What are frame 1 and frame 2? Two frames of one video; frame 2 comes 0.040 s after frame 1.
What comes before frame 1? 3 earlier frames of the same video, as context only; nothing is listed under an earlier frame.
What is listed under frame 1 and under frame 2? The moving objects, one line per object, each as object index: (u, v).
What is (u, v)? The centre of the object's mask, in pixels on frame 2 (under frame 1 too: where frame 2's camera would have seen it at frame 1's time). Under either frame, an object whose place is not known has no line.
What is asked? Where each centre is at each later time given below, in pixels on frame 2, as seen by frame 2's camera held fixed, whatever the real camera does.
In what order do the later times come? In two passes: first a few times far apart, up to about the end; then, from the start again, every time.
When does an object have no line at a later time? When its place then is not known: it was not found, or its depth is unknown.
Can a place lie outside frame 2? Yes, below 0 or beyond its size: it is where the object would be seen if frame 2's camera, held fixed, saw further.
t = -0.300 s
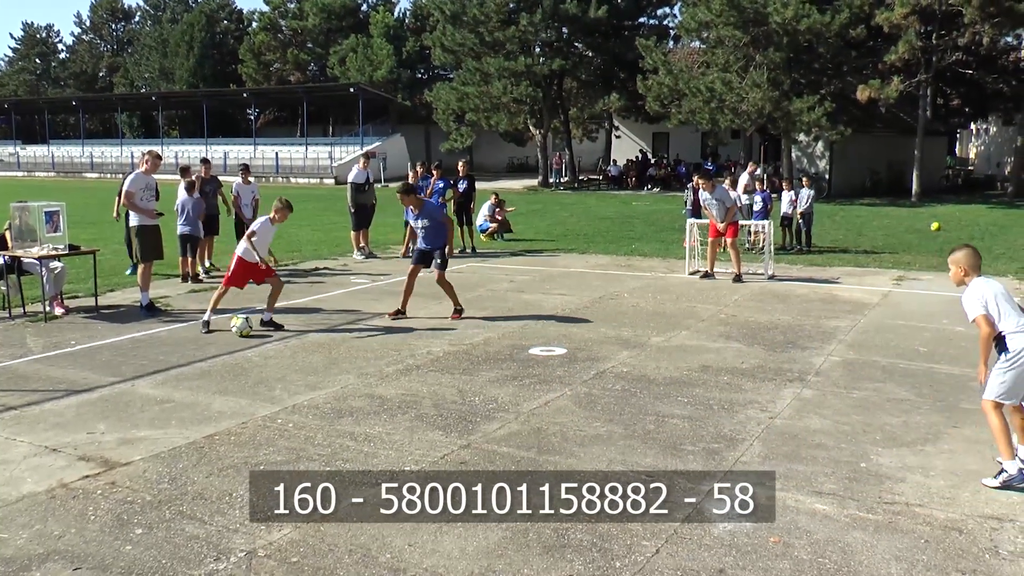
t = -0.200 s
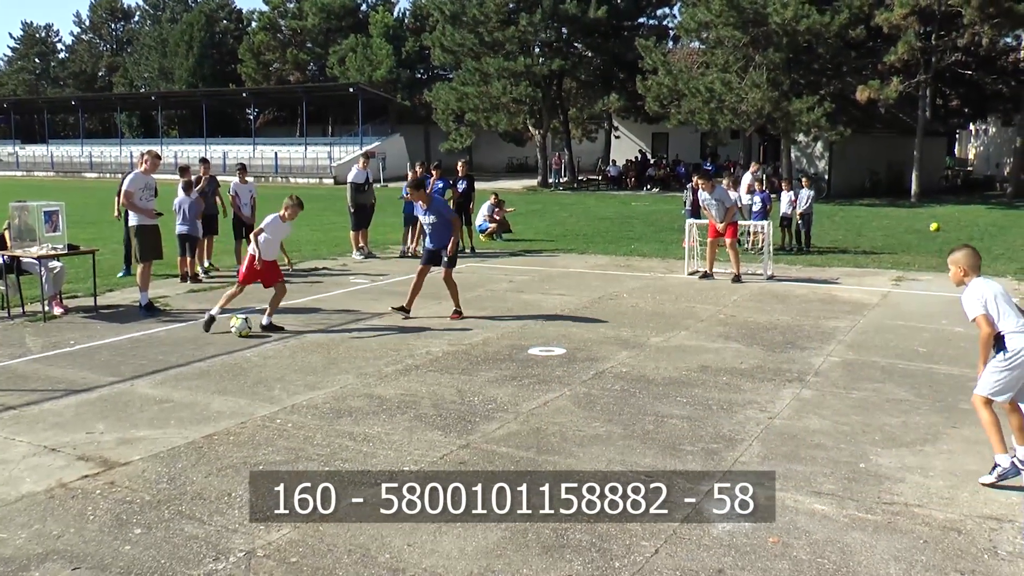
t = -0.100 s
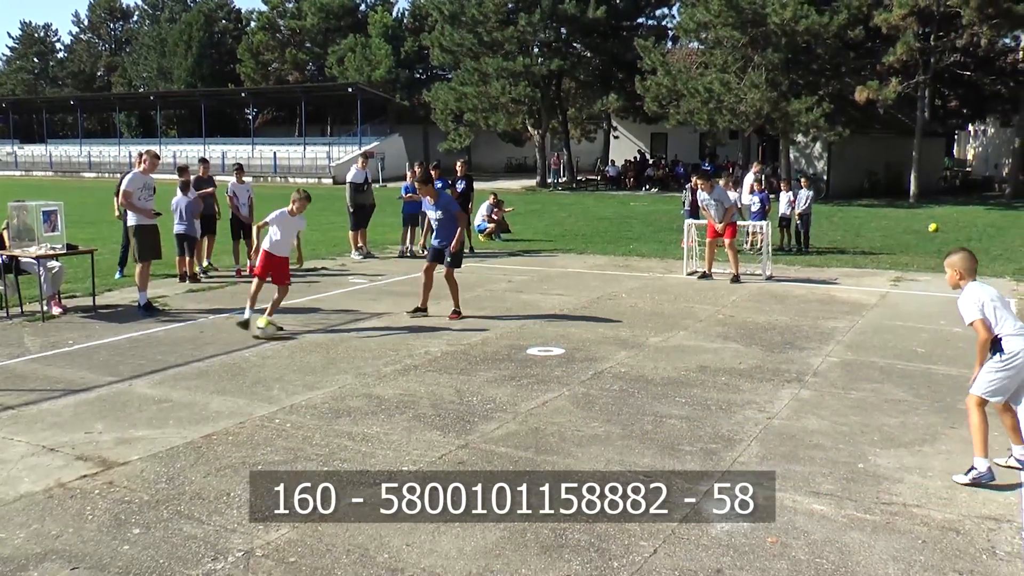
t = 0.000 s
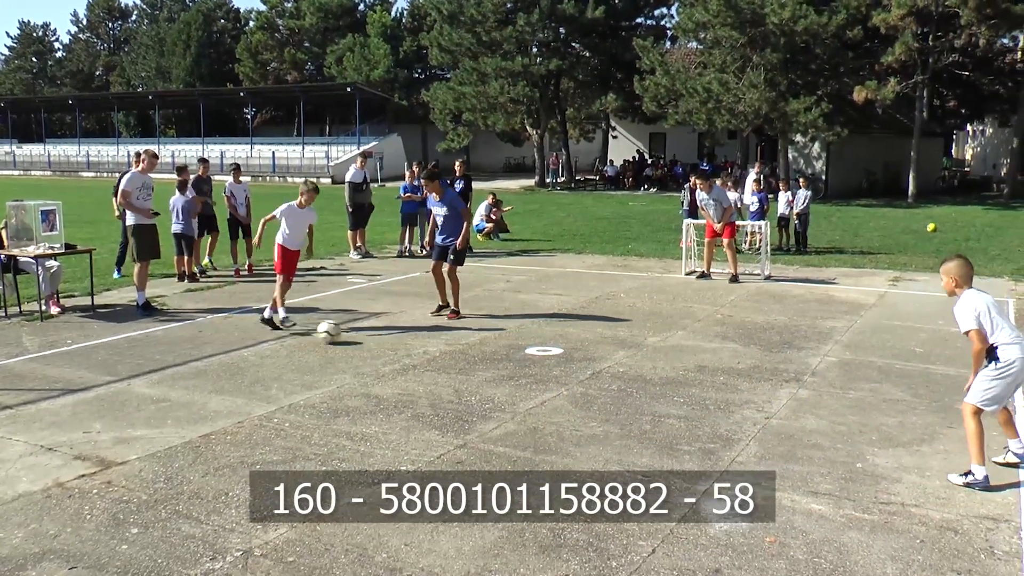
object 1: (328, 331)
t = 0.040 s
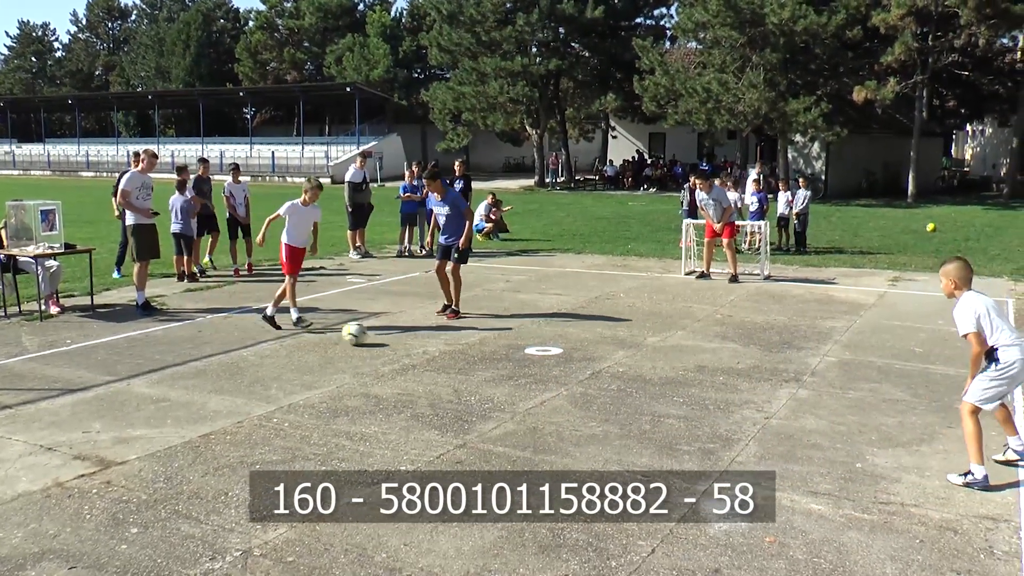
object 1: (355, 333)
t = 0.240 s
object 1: (470, 335)
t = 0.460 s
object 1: (585, 344)
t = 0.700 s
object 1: (721, 355)
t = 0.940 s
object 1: (863, 365)
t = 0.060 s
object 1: (367, 335)
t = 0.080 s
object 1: (380, 335)
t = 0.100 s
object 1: (392, 336)
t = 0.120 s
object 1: (405, 337)
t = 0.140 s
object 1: (417, 338)
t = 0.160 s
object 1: (429, 338)
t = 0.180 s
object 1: (441, 338)
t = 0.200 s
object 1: (450, 337)
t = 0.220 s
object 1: (460, 336)
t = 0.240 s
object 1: (470, 335)
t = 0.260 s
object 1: (481, 335)
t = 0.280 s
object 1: (491, 335)
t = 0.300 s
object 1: (500, 335)
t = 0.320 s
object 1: (511, 337)
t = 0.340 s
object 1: (521, 338)
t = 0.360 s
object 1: (532, 341)
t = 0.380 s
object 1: (543, 343)
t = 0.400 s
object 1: (553, 346)
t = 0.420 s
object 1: (564, 346)
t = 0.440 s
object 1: (575, 345)
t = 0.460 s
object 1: (585, 344)
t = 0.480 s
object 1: (596, 343)
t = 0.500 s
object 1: (607, 343)
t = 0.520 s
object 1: (619, 344)
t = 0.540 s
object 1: (630, 346)
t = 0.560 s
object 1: (642, 348)
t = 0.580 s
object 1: (653, 350)
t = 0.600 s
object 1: (663, 353)
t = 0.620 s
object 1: (674, 356)
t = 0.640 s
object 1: (686, 356)
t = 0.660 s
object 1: (698, 355)
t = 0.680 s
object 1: (710, 355)
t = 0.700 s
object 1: (721, 355)
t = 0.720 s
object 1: (731, 355)
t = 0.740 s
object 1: (743, 356)
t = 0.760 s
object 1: (755, 358)
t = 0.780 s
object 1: (766, 360)
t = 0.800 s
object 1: (779, 364)
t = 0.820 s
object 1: (790, 363)
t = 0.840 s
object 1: (804, 363)
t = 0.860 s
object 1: (812, 361)
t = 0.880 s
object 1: (826, 362)
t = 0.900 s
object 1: (838, 363)
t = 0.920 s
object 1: (850, 363)
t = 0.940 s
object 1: (863, 365)
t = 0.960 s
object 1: (875, 368)
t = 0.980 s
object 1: (887, 370)
